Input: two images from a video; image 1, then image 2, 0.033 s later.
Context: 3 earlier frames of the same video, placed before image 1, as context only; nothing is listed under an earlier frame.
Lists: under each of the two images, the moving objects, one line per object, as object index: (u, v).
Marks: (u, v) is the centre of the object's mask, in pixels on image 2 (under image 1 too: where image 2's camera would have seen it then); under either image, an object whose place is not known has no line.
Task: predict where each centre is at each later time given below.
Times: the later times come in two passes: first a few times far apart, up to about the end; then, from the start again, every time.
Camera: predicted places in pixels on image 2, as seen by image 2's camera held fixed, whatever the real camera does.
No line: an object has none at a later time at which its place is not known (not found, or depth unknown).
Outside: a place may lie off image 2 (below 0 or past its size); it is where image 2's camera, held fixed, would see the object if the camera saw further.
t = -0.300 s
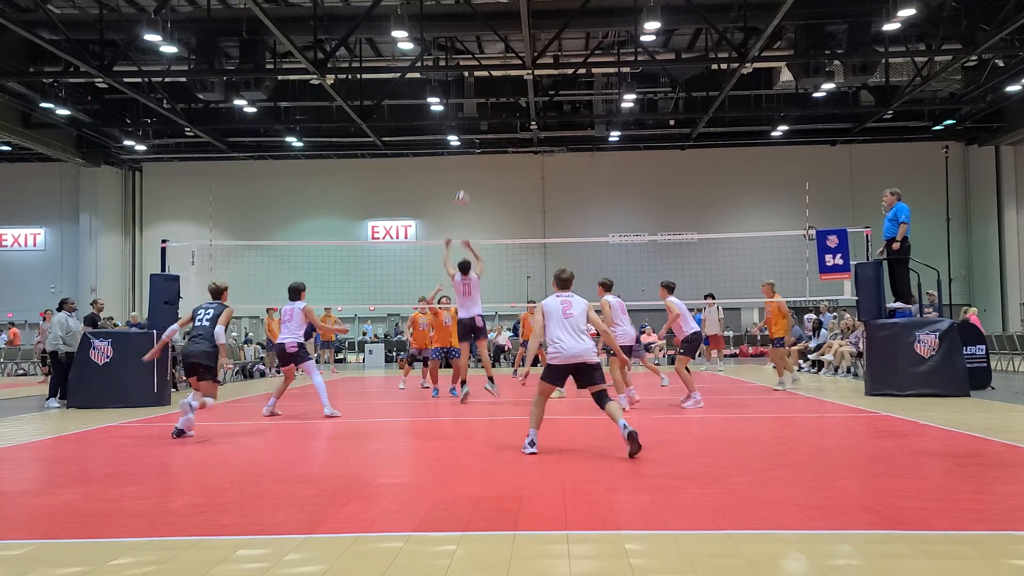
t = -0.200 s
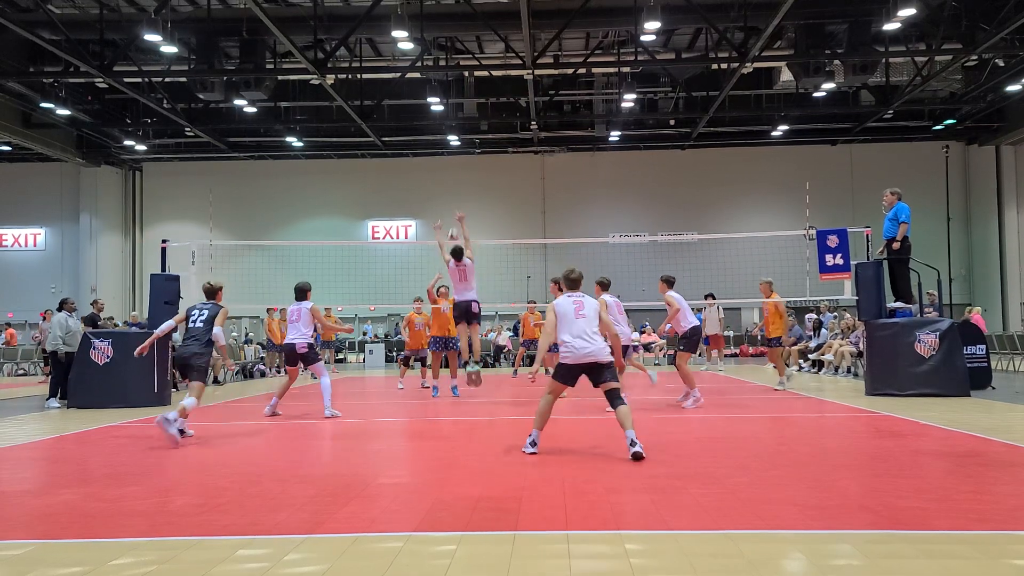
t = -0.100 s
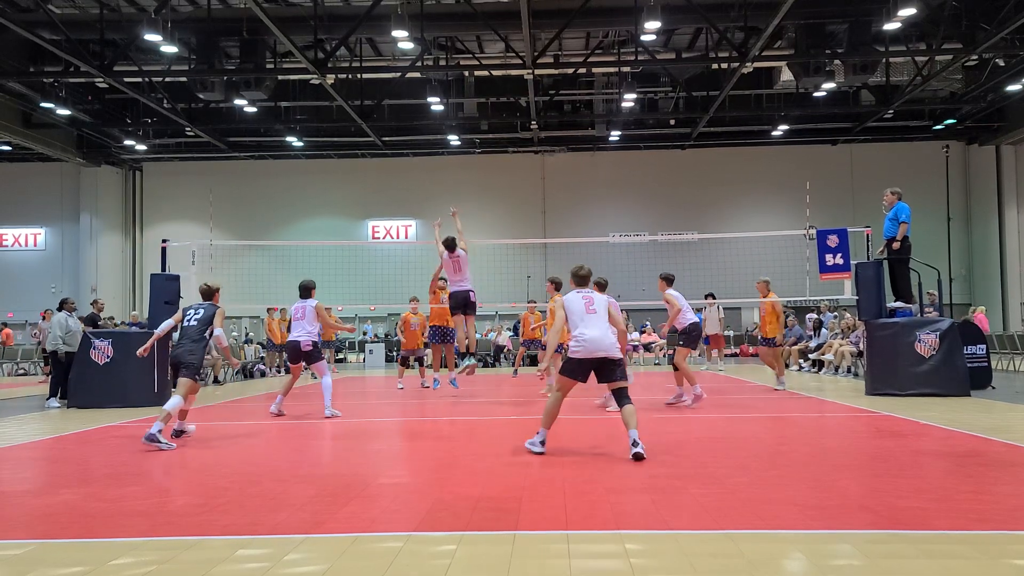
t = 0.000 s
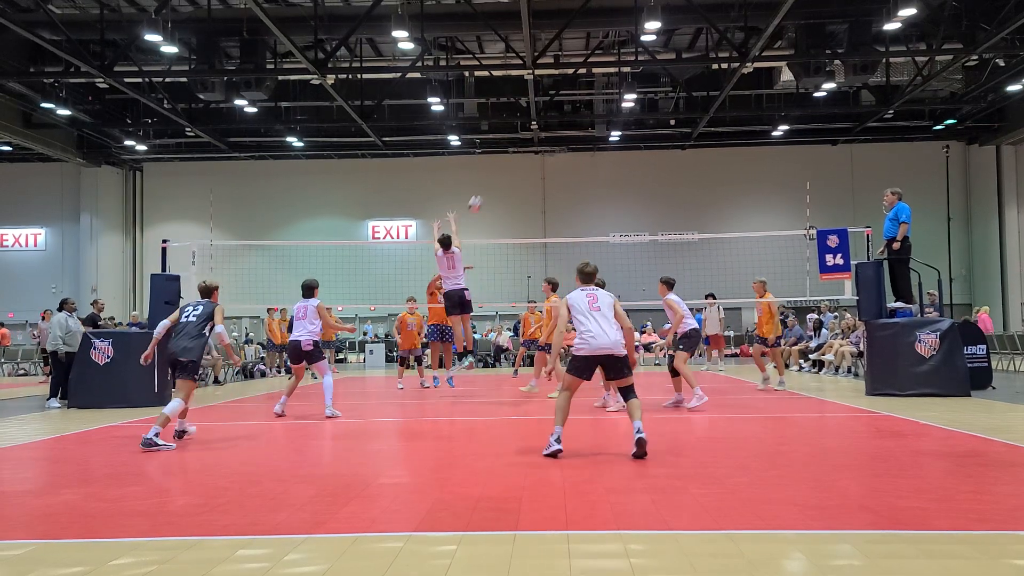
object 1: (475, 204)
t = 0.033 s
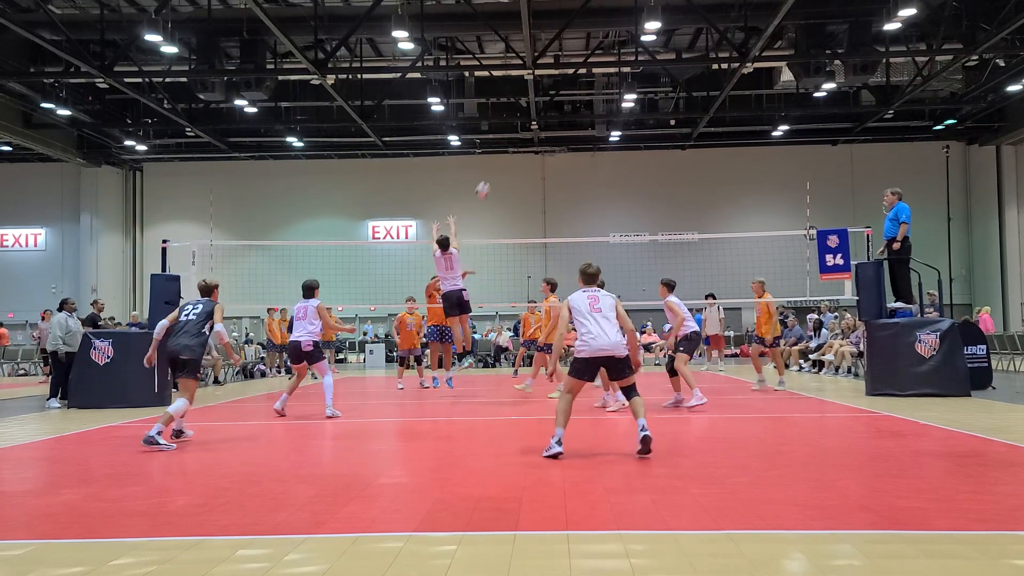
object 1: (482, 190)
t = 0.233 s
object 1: (531, 118)
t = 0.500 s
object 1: (608, 50)
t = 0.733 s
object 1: (691, 32)
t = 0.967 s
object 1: (798, 68)
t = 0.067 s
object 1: (490, 177)
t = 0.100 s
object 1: (498, 164)
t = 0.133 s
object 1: (506, 152)
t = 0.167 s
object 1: (514, 140)
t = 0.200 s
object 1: (522, 128)
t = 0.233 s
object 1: (531, 118)
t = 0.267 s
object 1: (539, 107)
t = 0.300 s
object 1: (548, 97)
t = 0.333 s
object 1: (557, 87)
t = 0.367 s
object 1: (567, 78)
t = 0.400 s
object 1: (577, 71)
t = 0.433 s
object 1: (587, 63)
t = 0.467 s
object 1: (597, 56)
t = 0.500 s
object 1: (608, 50)
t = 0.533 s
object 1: (618, 45)
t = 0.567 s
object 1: (630, 41)
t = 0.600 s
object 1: (640, 37)
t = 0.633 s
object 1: (654, 36)
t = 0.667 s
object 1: (667, 33)
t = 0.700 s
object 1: (678, 32)
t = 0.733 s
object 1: (691, 32)
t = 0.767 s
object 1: (706, 33)
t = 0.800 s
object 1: (719, 36)
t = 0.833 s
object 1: (734, 39)
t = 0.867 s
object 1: (749, 44)
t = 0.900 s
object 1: (764, 51)
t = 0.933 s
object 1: (782, 59)
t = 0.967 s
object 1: (798, 68)
